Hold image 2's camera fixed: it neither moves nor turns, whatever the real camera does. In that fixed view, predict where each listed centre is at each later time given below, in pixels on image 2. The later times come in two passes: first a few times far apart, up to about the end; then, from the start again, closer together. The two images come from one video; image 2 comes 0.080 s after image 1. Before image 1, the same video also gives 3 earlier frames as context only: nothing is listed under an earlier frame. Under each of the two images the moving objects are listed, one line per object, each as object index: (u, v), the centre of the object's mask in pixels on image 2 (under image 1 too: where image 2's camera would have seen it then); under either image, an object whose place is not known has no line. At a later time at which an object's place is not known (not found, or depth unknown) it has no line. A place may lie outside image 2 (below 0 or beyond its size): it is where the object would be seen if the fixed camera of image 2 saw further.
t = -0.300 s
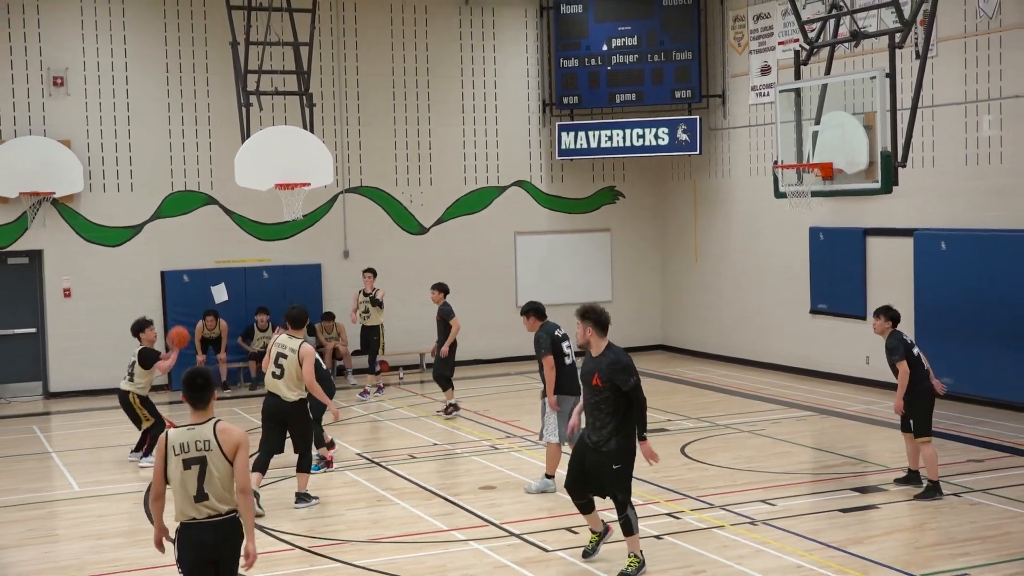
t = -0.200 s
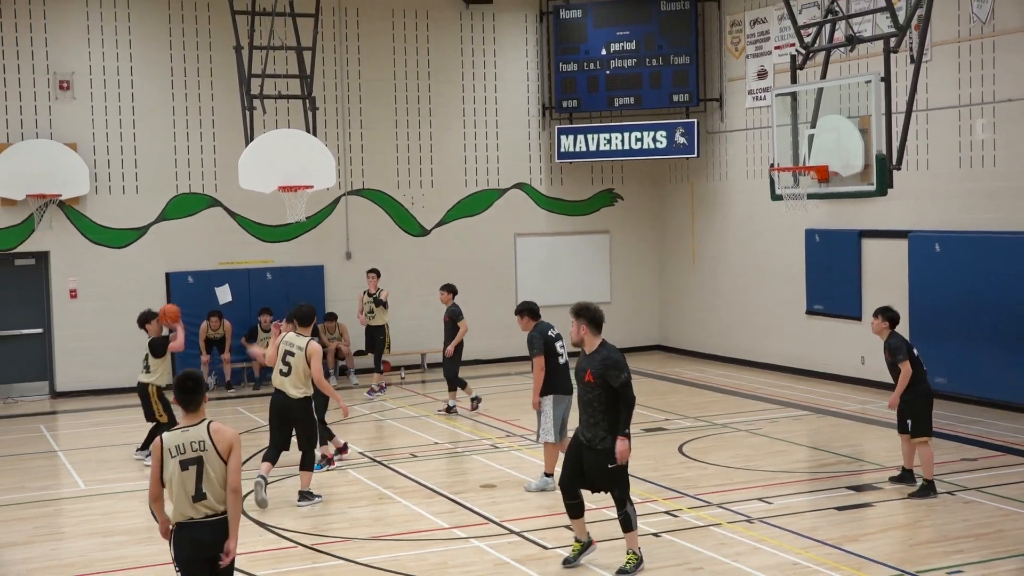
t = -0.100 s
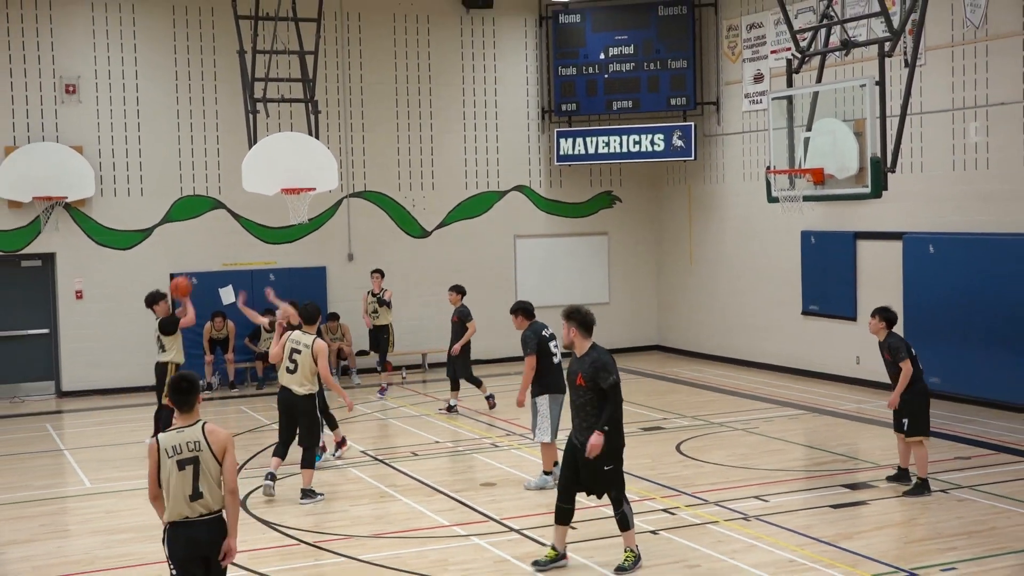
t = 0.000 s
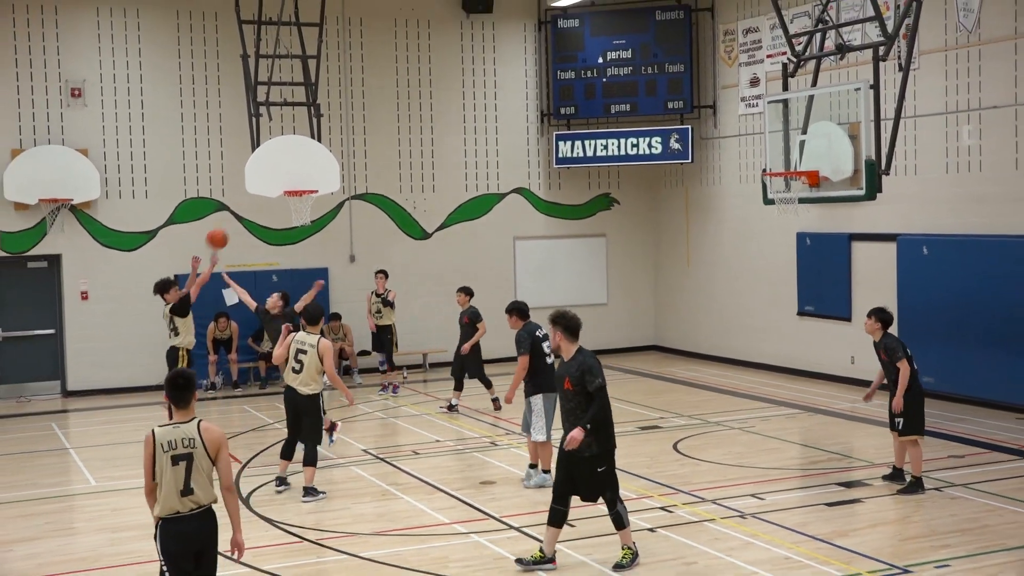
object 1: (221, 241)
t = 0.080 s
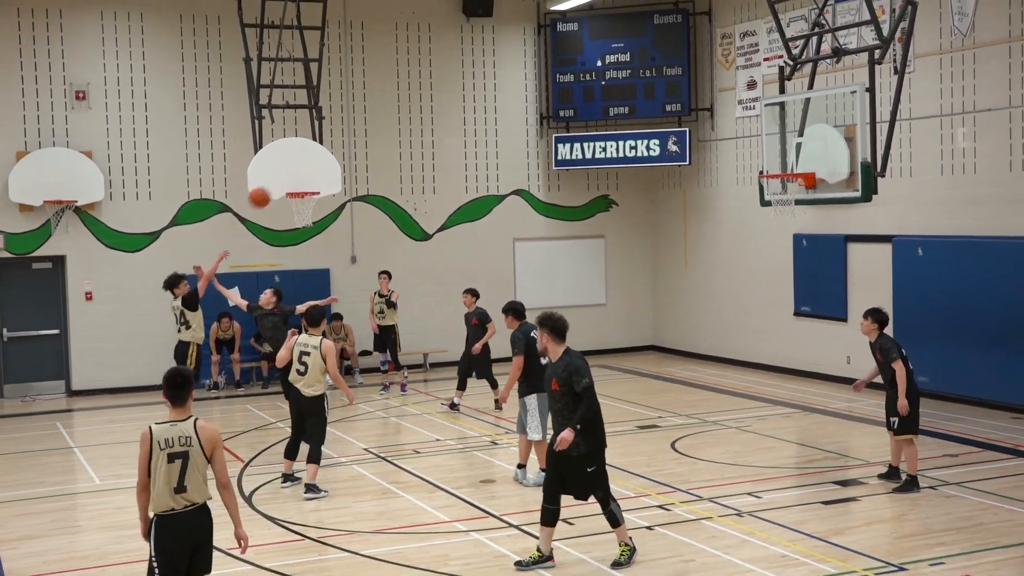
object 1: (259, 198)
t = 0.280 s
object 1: (359, 115)
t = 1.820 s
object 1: (642, 153)
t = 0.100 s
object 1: (269, 187)
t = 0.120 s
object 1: (279, 178)
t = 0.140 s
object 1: (290, 169)
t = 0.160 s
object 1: (299, 160)
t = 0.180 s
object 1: (310, 151)
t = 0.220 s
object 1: (329, 136)
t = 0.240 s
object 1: (339, 128)
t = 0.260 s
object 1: (350, 122)
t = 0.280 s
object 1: (359, 115)
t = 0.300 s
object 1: (369, 108)
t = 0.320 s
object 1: (379, 102)
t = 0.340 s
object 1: (389, 97)
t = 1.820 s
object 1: (642, 153)
